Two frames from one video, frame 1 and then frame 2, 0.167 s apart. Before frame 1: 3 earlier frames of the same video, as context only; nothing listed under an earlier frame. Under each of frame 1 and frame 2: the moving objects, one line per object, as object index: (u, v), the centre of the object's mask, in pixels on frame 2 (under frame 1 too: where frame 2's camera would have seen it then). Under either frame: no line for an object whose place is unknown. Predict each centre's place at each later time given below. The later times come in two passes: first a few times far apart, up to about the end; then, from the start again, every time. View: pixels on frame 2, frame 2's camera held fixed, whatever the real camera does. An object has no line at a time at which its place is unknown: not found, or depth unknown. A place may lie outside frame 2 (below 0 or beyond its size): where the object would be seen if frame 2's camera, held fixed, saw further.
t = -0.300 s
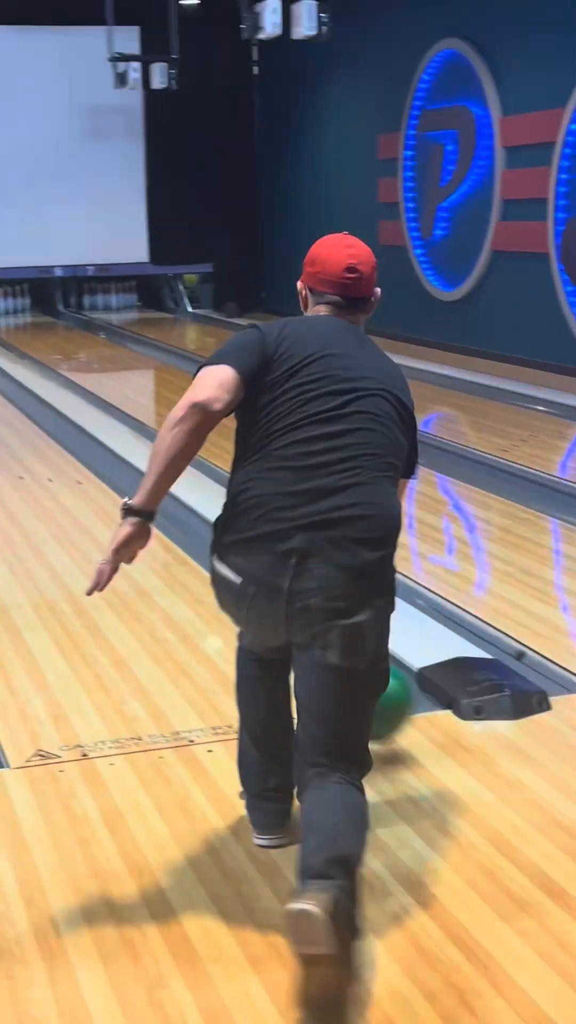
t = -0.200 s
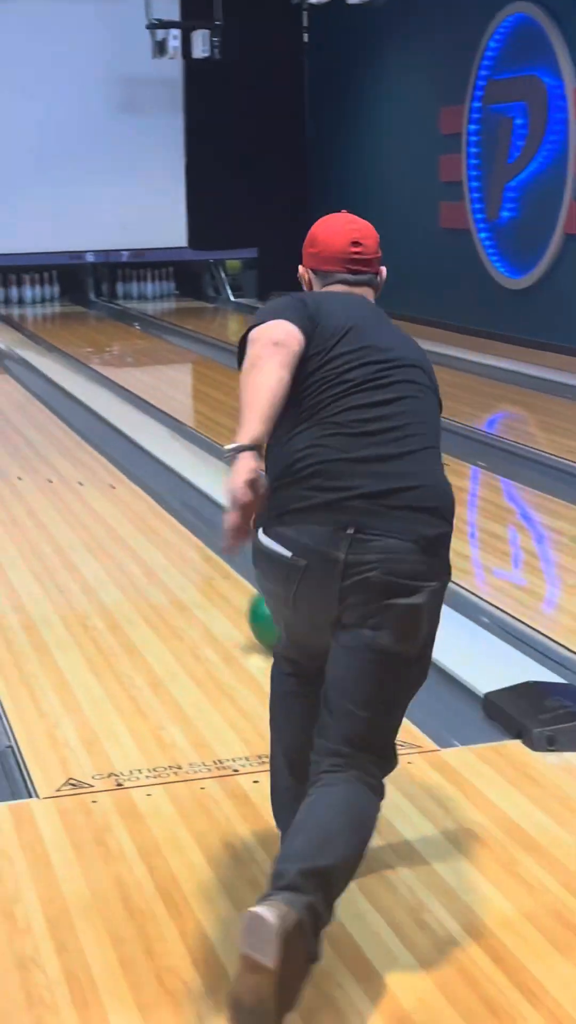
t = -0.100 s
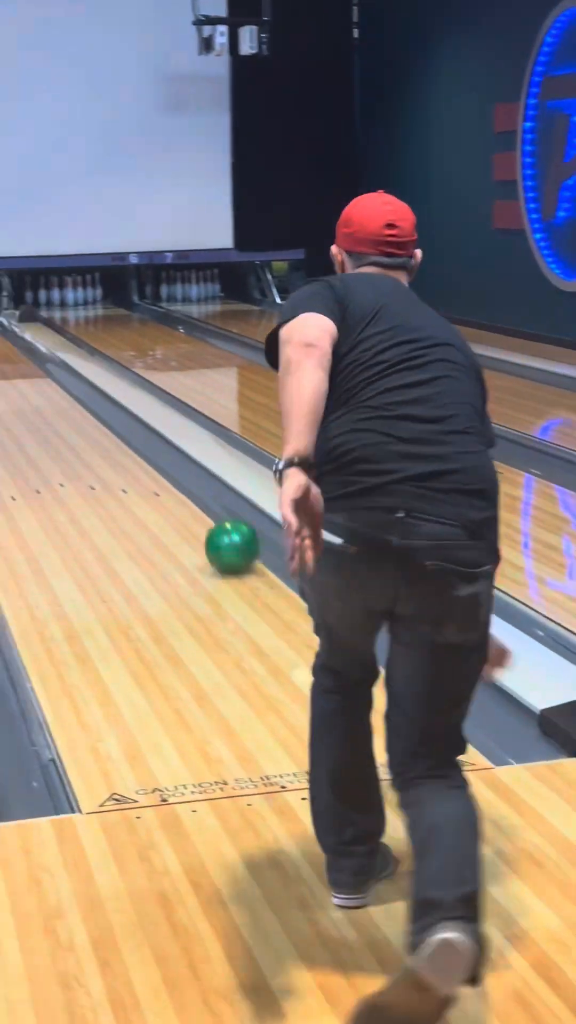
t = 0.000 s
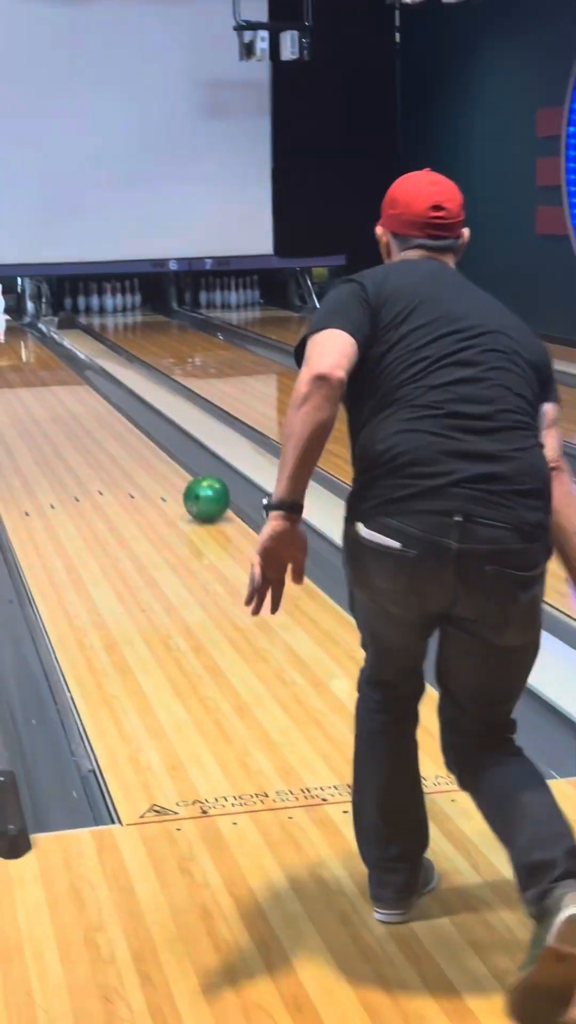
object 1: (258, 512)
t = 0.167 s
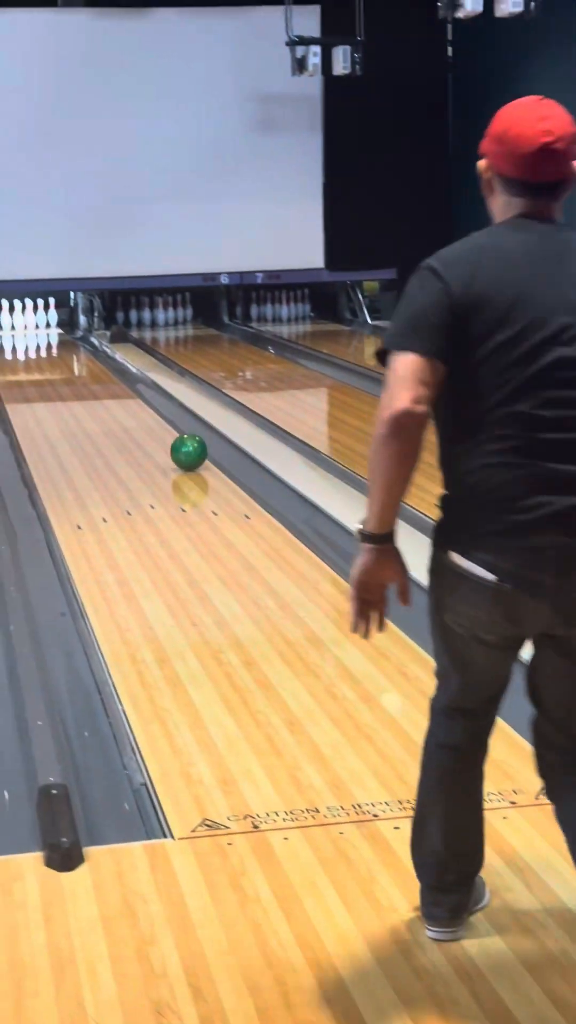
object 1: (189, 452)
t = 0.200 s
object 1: (176, 441)
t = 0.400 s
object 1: (126, 397)
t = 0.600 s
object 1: (89, 365)
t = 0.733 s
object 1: (74, 352)
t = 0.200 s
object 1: (176, 441)
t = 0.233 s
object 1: (164, 430)
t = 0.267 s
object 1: (153, 421)
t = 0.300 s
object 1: (148, 417)
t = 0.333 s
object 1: (139, 409)
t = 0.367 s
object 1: (130, 401)
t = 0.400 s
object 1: (126, 397)
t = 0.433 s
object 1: (118, 391)
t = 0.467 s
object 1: (111, 384)
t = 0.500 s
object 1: (108, 381)
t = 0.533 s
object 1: (101, 376)
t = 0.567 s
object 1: (95, 371)
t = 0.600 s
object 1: (89, 365)
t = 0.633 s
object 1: (86, 363)
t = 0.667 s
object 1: (81, 359)
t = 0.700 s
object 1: (76, 354)
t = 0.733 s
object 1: (74, 352)
